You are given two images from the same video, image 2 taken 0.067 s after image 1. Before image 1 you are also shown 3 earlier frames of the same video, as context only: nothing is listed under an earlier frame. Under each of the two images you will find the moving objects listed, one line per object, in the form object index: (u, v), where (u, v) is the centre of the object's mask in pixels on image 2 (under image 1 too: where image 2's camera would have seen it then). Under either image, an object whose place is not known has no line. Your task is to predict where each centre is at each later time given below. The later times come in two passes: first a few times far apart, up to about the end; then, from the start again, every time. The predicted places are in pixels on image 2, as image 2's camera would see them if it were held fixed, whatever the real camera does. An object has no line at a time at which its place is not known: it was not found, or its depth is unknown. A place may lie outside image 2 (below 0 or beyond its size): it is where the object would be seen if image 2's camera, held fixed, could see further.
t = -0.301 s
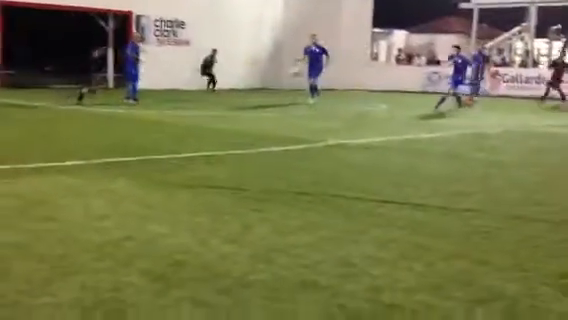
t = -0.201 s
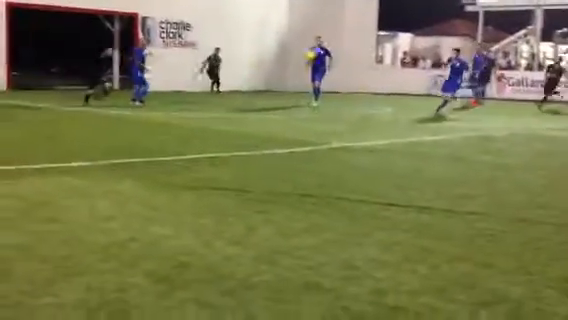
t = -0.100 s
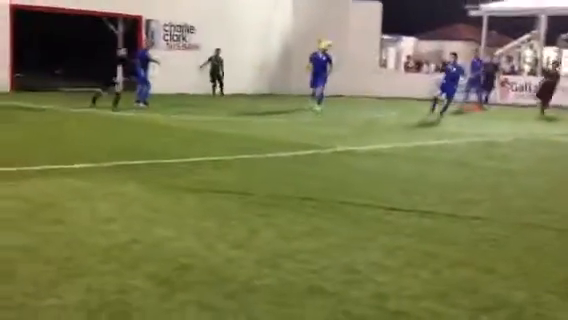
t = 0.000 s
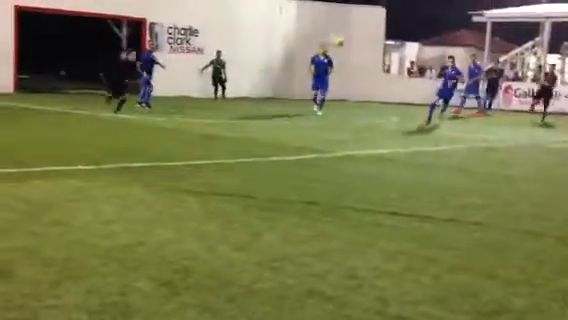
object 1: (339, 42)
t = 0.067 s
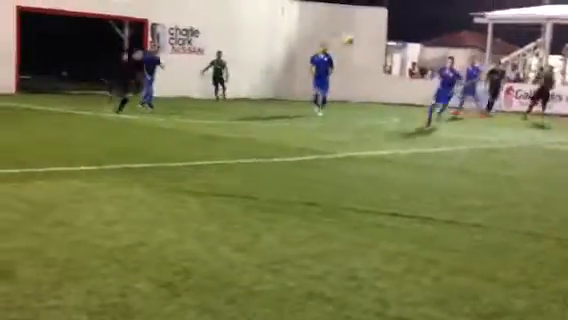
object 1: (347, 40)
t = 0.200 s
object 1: (361, 41)
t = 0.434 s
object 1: (385, 68)
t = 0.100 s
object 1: (350, 40)
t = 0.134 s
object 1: (353, 39)
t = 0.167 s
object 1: (360, 40)
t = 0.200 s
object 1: (361, 41)
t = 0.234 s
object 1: (364, 43)
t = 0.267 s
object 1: (367, 47)
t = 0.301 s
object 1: (370, 49)
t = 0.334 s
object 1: (369, 47)
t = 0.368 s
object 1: (382, 63)
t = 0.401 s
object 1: (383, 64)
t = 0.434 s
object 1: (385, 68)
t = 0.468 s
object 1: (388, 77)
